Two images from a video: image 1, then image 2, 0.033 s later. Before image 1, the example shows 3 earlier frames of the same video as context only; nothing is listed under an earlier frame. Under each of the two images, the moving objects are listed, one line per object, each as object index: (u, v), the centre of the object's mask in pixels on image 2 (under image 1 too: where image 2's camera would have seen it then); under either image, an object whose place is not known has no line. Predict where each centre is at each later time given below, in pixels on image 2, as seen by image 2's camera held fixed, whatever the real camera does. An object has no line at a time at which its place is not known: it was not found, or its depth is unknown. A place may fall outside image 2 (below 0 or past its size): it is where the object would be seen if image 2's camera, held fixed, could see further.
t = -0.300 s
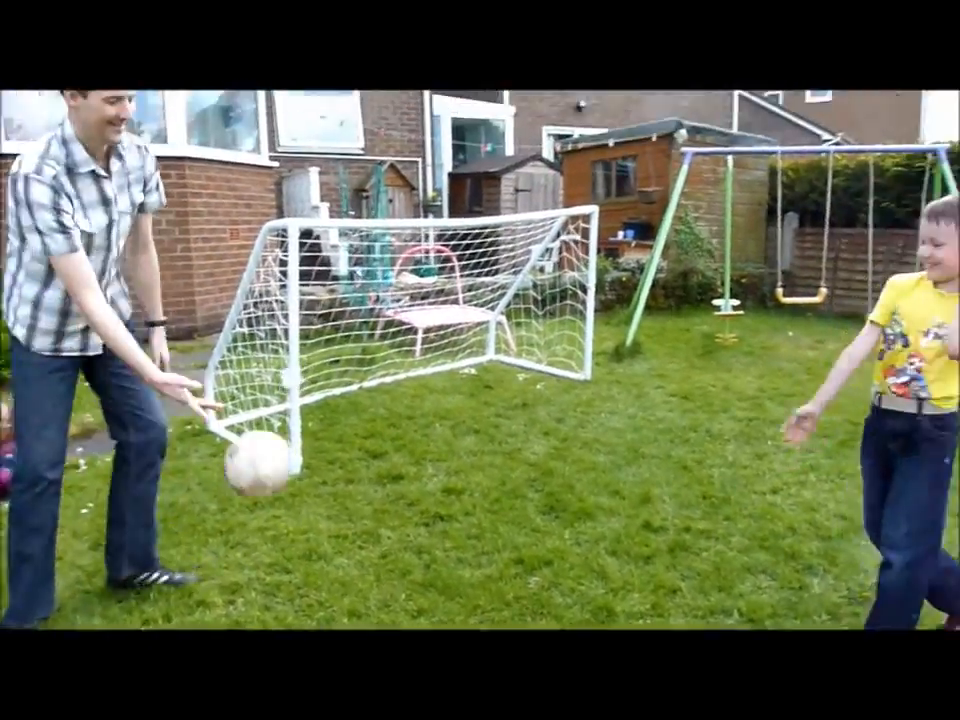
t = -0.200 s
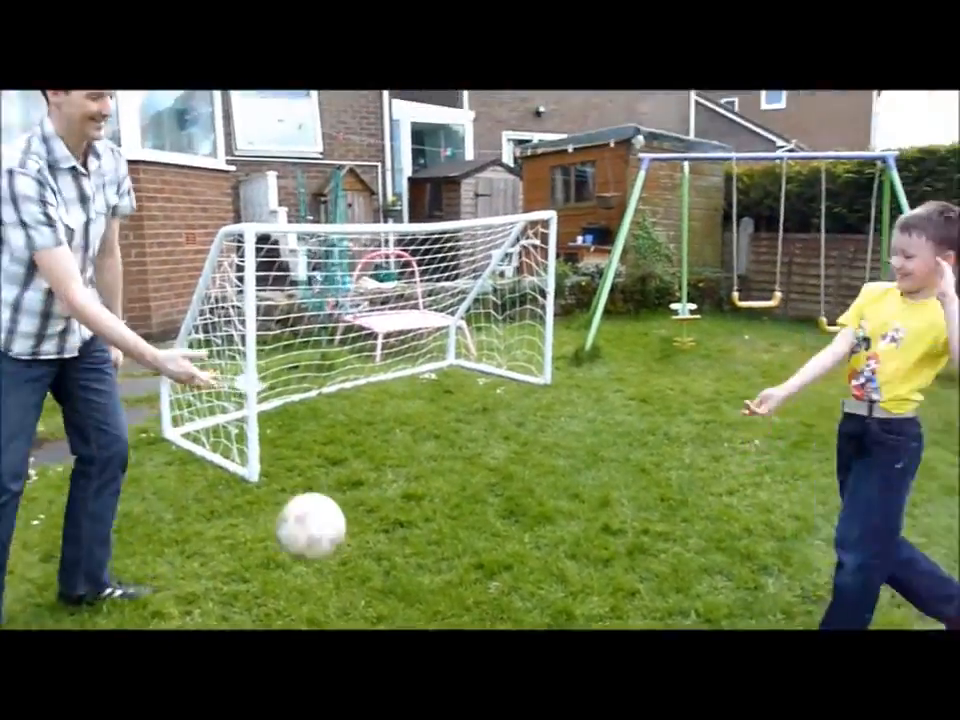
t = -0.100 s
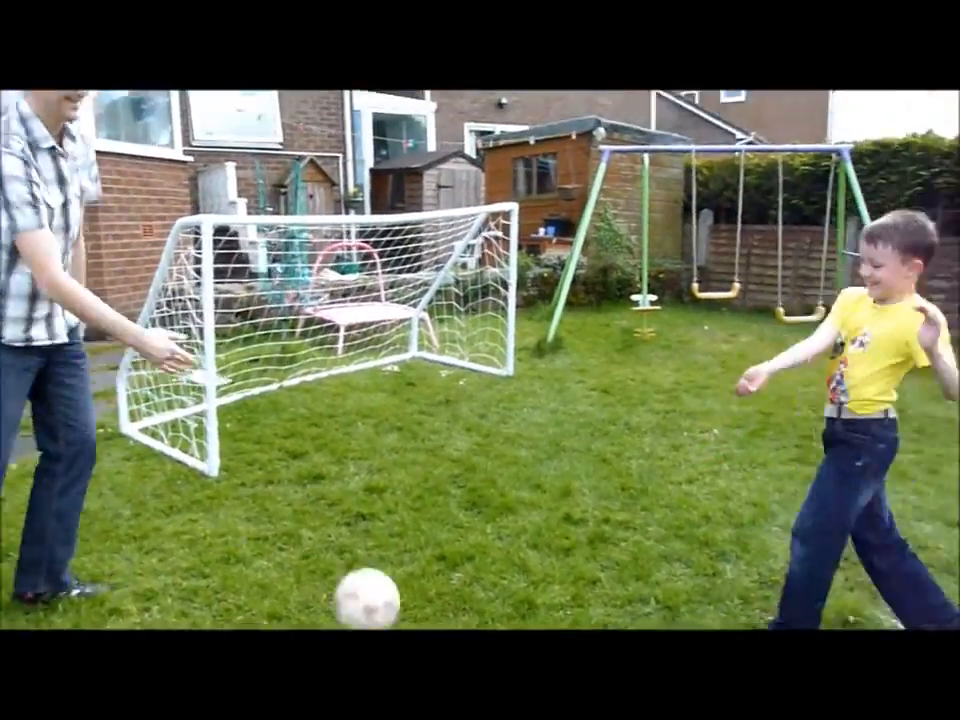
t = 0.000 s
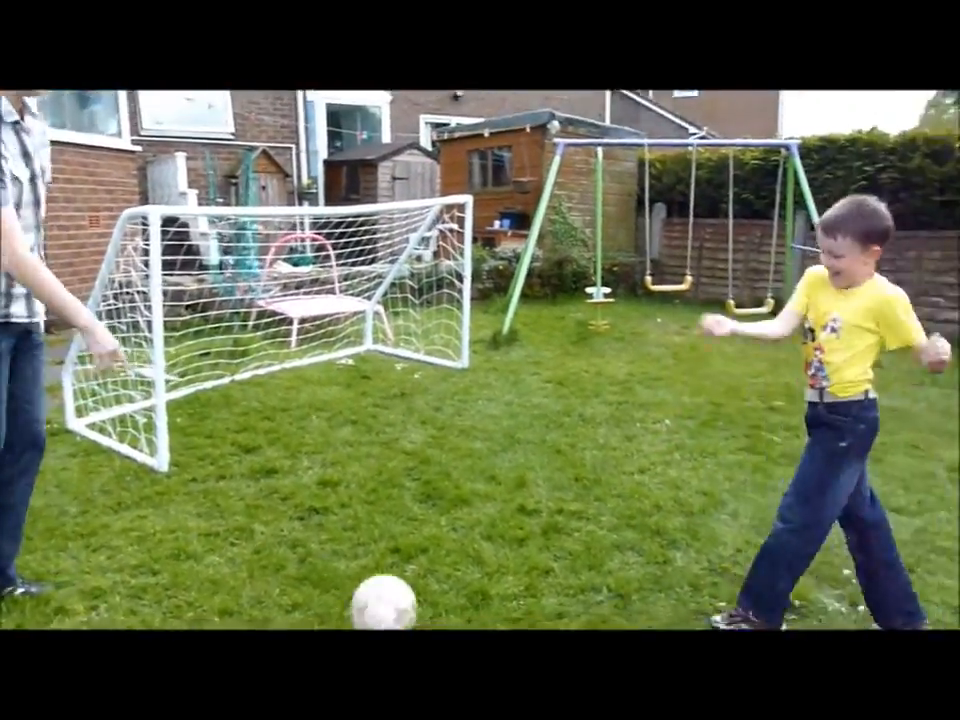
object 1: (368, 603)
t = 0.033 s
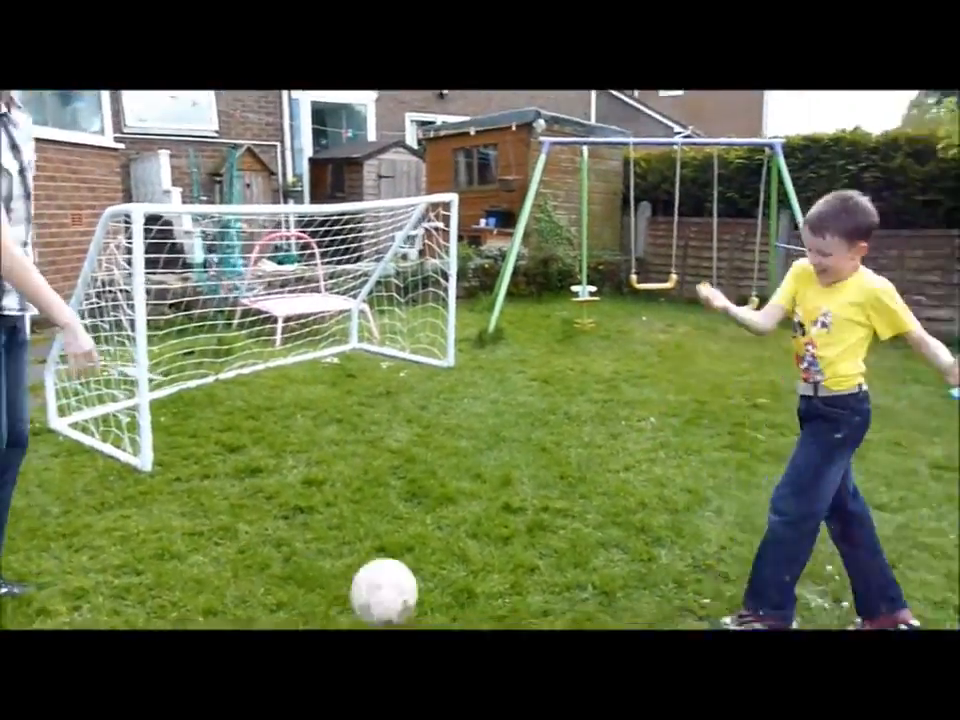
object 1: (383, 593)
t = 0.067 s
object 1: (398, 581)
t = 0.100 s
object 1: (414, 572)
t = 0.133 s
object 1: (430, 567)
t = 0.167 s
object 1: (446, 565)
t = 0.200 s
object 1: (462, 568)
